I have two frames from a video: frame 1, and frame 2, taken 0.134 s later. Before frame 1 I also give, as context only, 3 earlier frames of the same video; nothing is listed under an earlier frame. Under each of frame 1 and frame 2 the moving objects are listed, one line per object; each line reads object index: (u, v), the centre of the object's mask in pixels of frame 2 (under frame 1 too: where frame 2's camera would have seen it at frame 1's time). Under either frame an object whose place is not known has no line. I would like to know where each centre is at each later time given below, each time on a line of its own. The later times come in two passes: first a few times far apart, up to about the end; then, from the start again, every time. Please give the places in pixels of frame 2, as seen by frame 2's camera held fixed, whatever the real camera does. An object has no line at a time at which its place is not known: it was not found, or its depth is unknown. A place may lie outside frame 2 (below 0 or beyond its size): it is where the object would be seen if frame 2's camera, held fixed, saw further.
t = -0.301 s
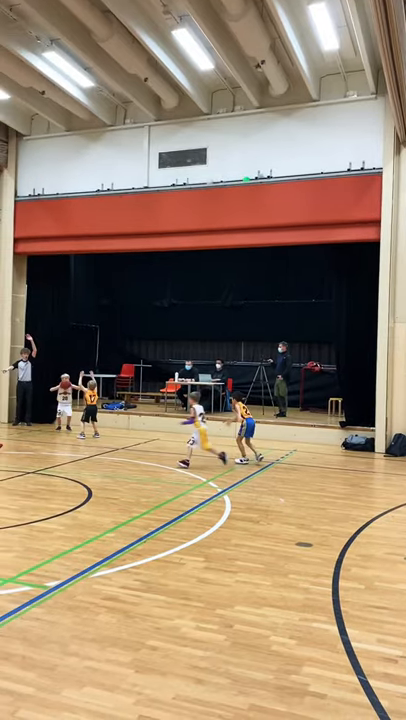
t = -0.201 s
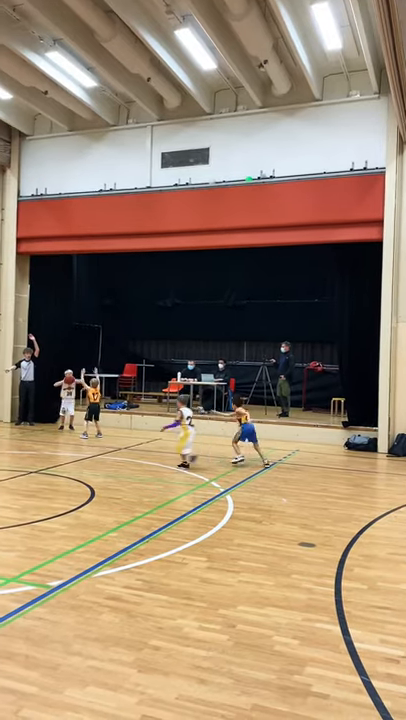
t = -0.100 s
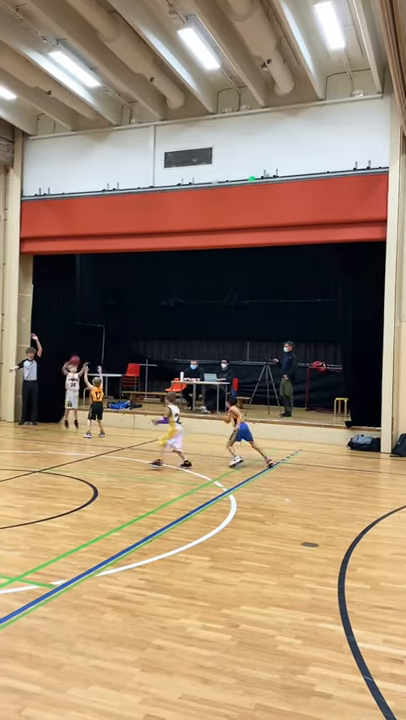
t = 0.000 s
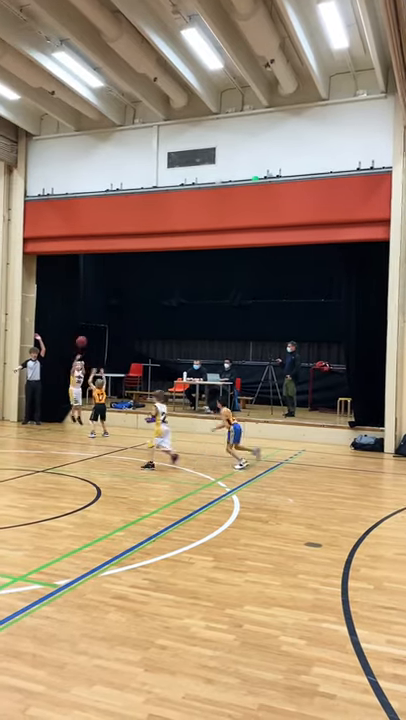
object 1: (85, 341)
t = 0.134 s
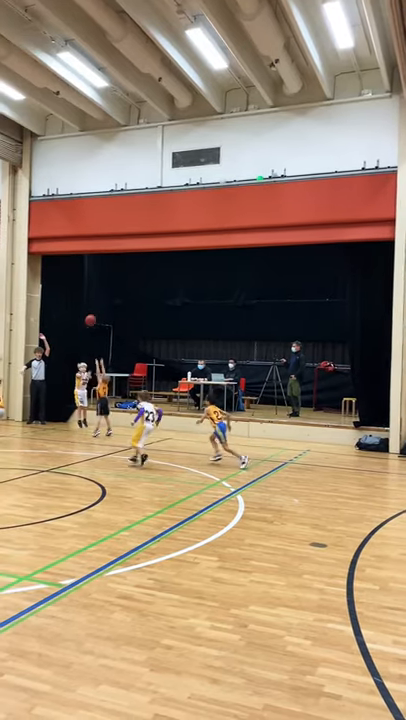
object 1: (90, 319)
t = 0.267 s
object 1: (95, 306)
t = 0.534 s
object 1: (105, 303)
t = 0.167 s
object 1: (91, 315)
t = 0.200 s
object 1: (93, 312)
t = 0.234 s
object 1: (94, 309)
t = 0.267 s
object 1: (95, 306)
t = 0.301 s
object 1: (96, 303)
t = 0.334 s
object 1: (97, 302)
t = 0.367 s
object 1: (99, 300)
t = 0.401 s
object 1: (100, 300)
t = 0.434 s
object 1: (101, 300)
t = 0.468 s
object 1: (102, 300)
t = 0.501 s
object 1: (104, 301)
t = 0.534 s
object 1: (105, 303)
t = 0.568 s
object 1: (106, 305)
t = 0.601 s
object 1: (108, 308)
